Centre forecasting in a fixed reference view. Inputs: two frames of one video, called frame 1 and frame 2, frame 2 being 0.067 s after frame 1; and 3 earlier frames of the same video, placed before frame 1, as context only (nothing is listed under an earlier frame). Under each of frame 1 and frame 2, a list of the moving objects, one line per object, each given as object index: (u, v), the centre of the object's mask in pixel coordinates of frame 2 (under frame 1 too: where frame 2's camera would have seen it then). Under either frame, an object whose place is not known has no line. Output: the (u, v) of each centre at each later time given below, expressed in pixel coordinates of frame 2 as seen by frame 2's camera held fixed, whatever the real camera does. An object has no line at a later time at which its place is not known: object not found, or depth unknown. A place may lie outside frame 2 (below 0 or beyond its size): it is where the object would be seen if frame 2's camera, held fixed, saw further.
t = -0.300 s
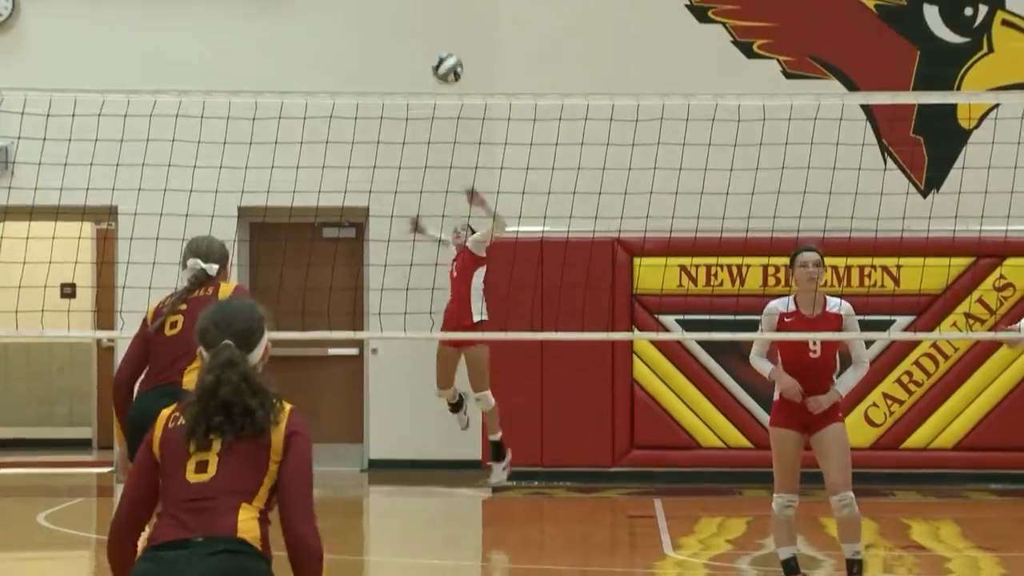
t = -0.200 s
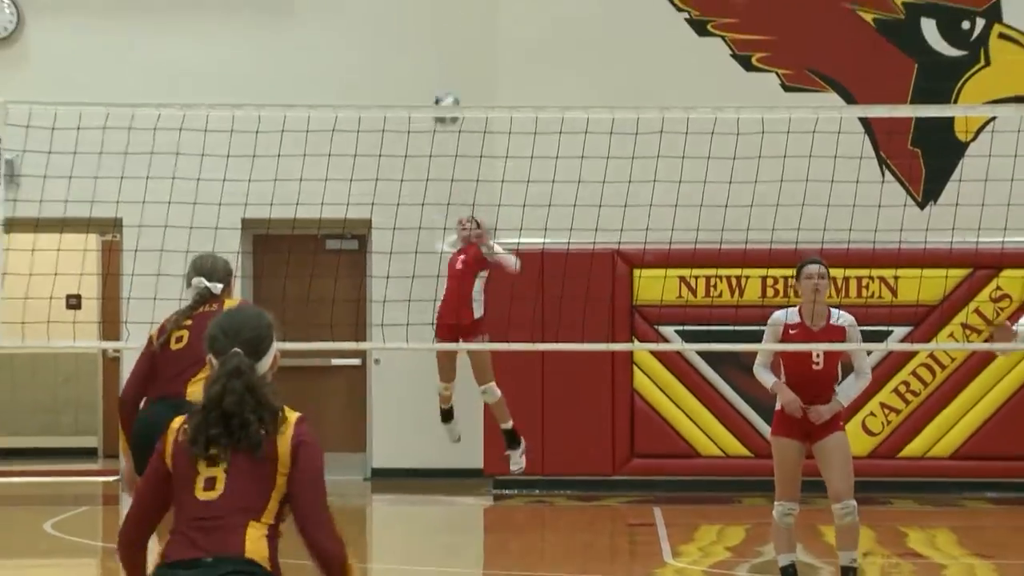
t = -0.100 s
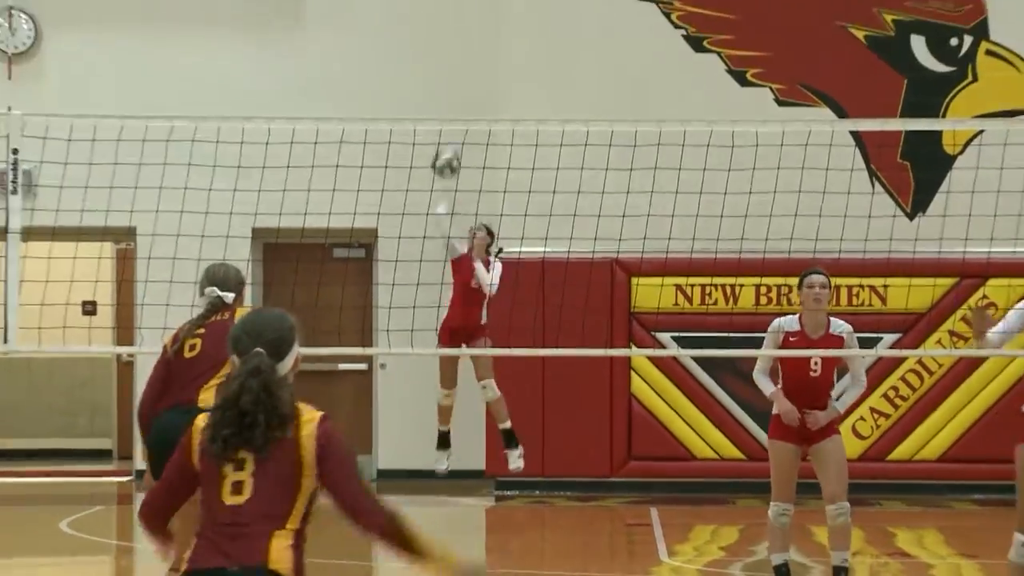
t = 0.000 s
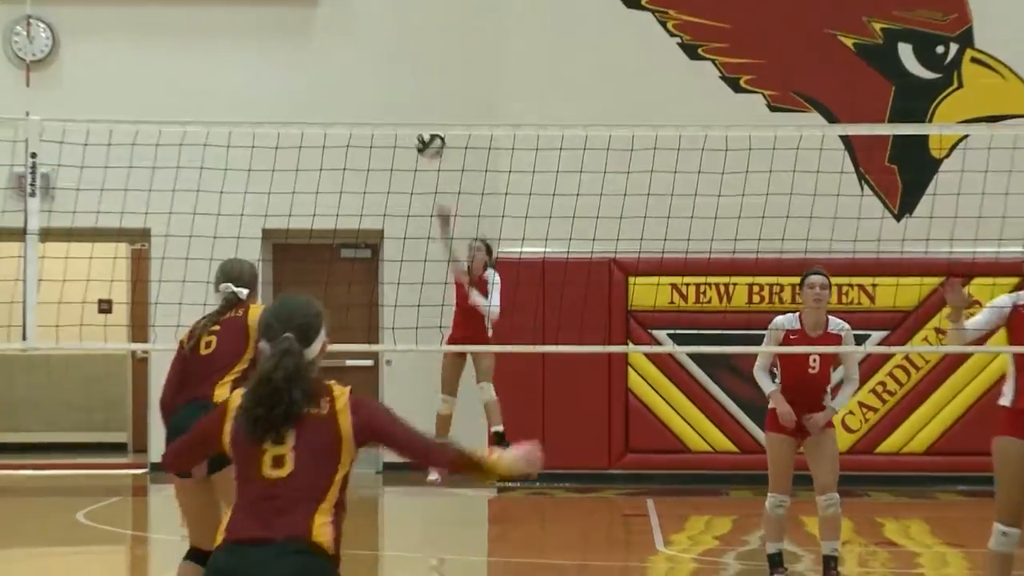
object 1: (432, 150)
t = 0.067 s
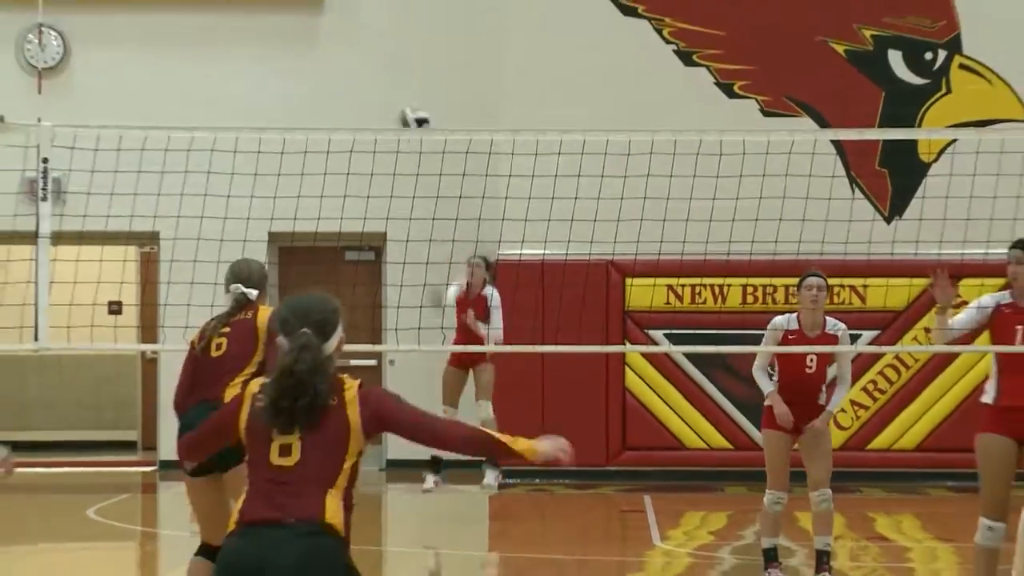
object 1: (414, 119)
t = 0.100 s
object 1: (403, 110)
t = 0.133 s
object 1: (392, 100)
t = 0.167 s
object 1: (379, 93)
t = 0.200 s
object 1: (365, 87)
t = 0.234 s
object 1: (350, 84)
